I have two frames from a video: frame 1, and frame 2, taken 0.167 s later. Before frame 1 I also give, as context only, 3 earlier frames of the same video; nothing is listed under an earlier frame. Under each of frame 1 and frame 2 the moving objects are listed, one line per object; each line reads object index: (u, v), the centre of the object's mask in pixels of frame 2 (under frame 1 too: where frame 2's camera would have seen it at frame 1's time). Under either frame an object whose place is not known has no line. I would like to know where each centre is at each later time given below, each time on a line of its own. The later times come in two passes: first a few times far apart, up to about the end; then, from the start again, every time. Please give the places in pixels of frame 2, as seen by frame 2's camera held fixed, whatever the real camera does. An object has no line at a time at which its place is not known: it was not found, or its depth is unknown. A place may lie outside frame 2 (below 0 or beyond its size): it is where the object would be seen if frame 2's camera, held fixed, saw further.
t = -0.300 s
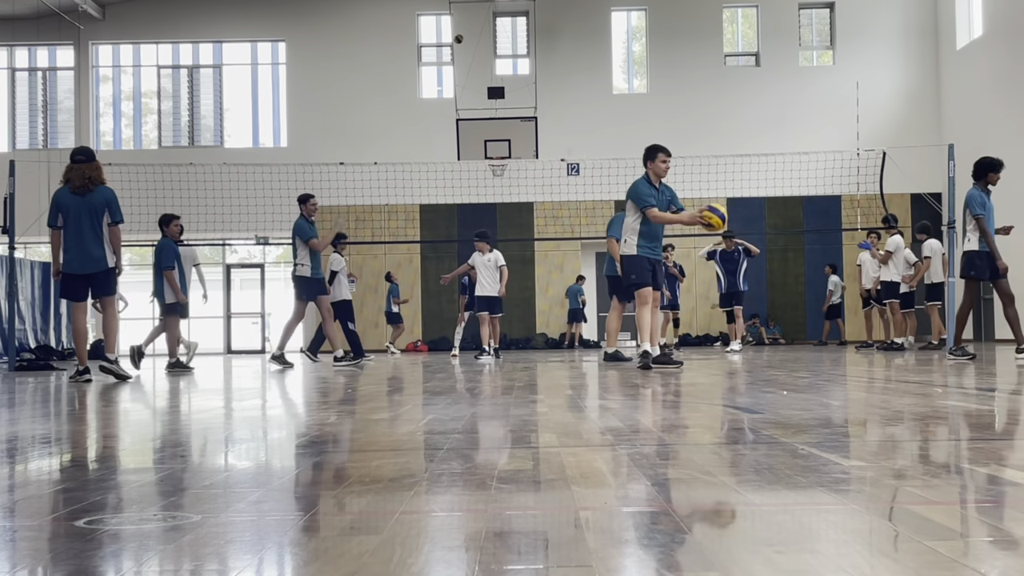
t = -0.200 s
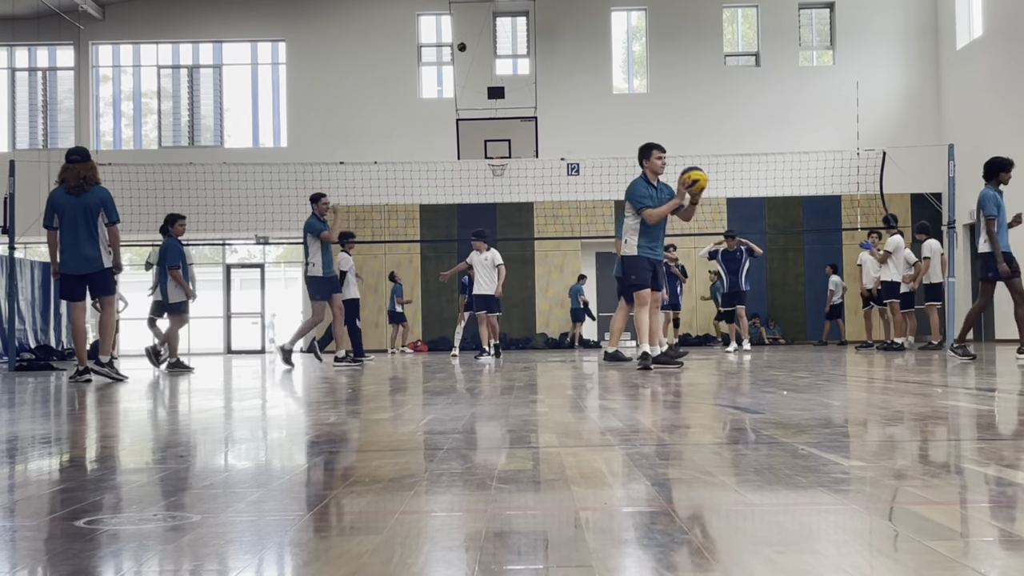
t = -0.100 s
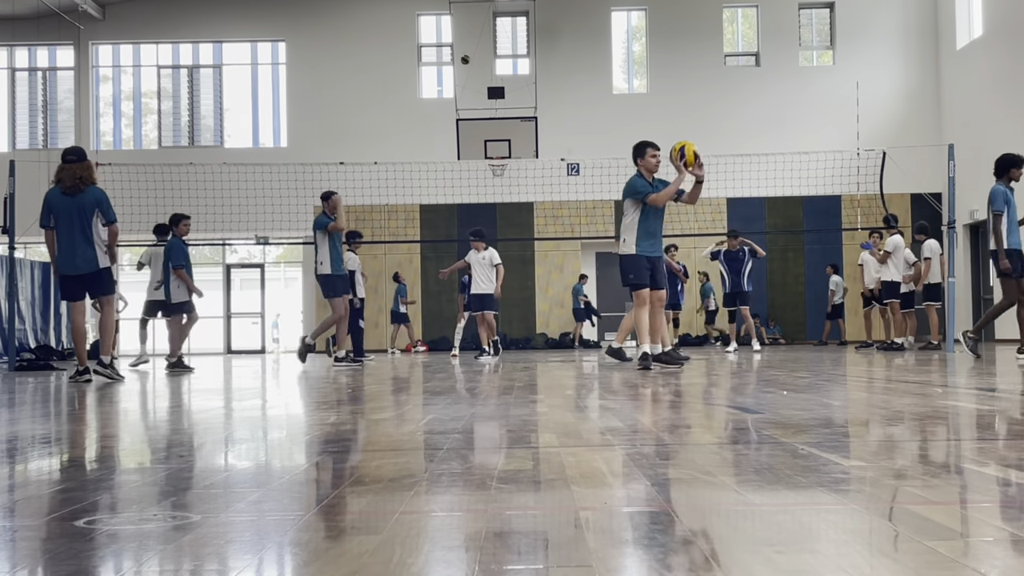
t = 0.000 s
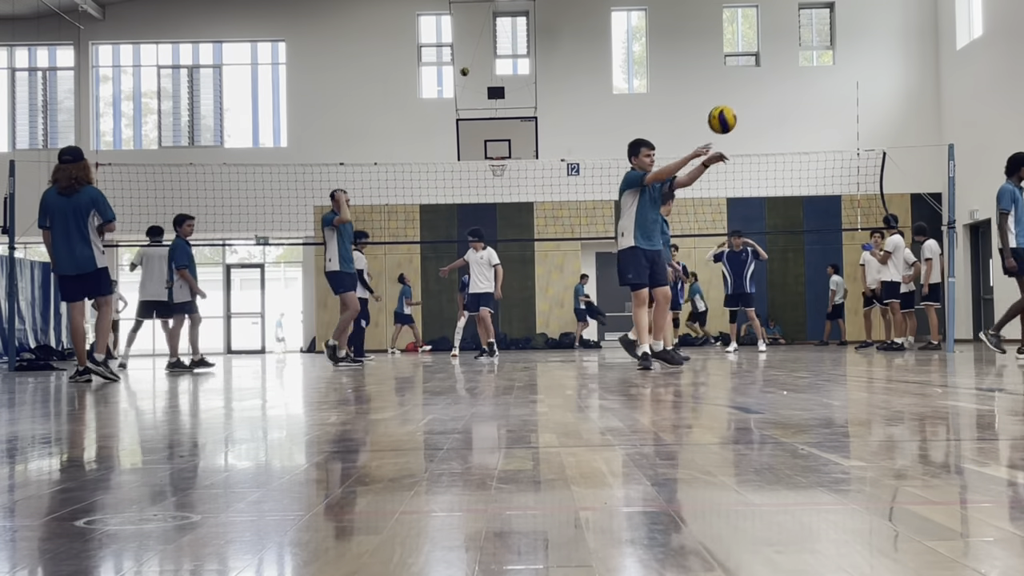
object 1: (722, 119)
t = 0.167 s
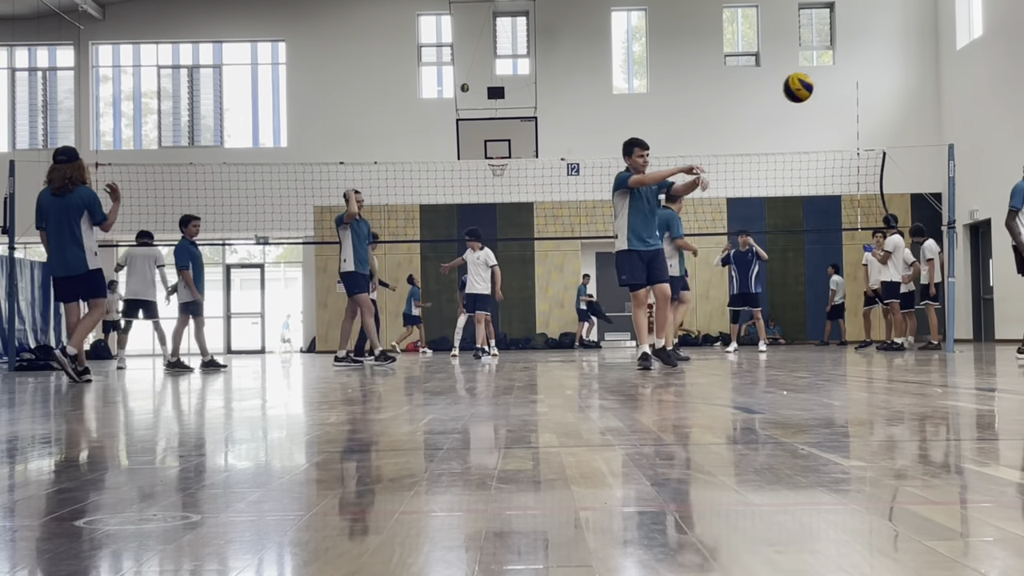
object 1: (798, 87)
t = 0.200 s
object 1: (814, 86)
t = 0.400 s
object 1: (915, 108)
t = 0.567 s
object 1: (1008, 177)
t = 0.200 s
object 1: (814, 86)
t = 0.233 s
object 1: (830, 85)
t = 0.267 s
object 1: (846, 86)
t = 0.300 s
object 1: (863, 89)
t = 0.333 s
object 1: (880, 94)
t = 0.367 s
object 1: (897, 100)
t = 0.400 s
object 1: (915, 108)
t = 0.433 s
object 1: (933, 118)
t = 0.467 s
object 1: (951, 129)
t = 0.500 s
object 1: (970, 143)
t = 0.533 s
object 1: (988, 159)
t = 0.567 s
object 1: (1008, 177)
